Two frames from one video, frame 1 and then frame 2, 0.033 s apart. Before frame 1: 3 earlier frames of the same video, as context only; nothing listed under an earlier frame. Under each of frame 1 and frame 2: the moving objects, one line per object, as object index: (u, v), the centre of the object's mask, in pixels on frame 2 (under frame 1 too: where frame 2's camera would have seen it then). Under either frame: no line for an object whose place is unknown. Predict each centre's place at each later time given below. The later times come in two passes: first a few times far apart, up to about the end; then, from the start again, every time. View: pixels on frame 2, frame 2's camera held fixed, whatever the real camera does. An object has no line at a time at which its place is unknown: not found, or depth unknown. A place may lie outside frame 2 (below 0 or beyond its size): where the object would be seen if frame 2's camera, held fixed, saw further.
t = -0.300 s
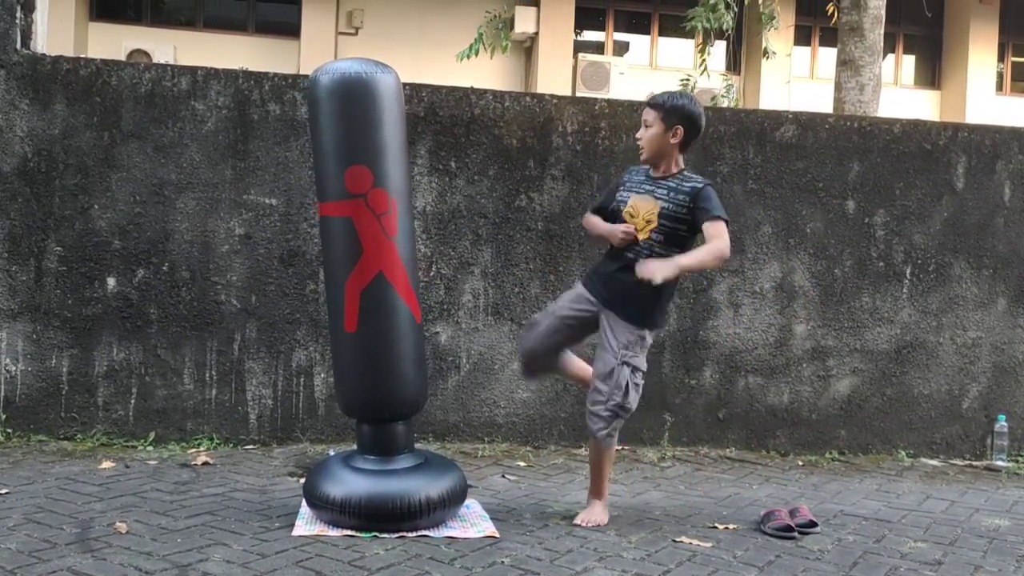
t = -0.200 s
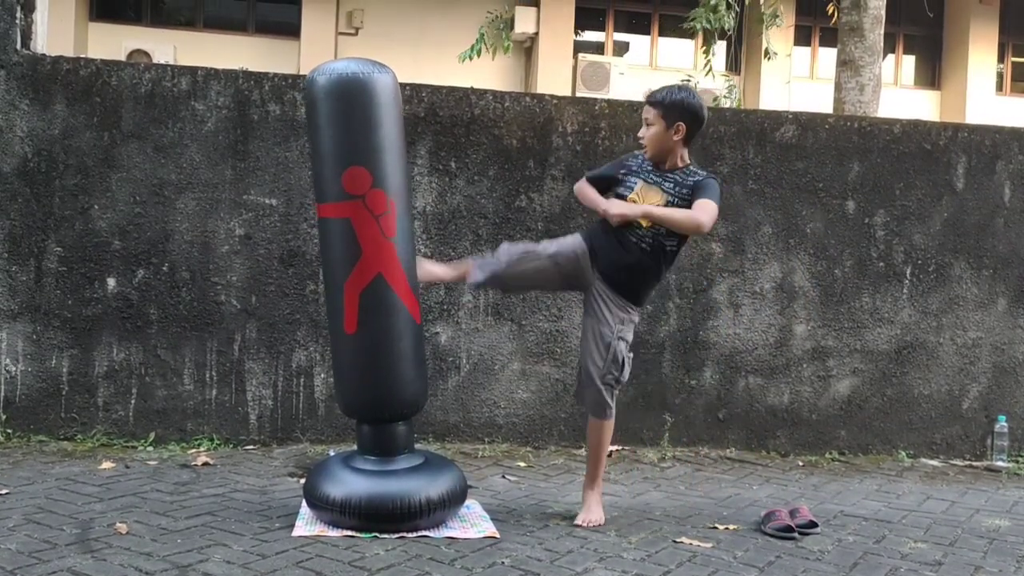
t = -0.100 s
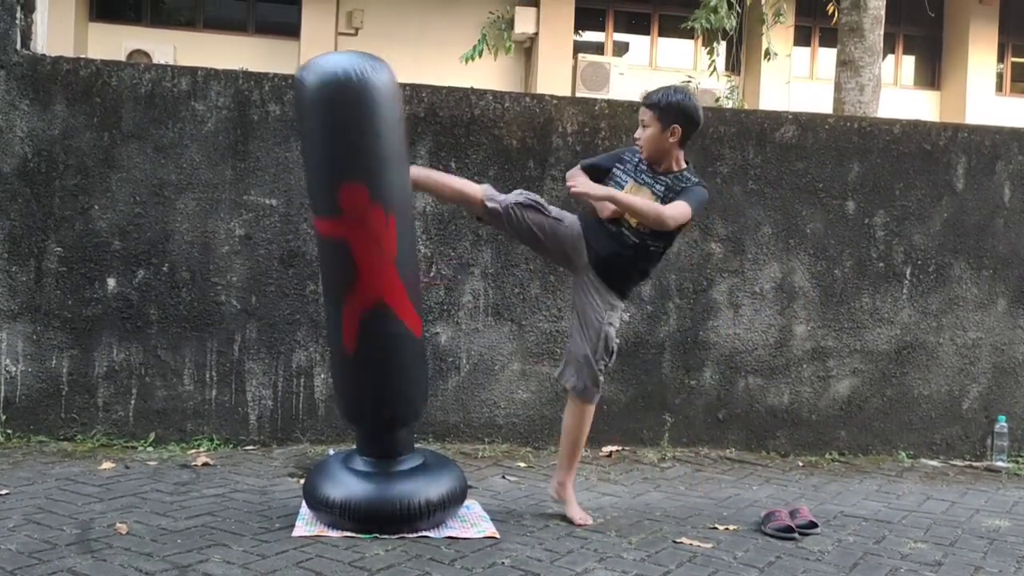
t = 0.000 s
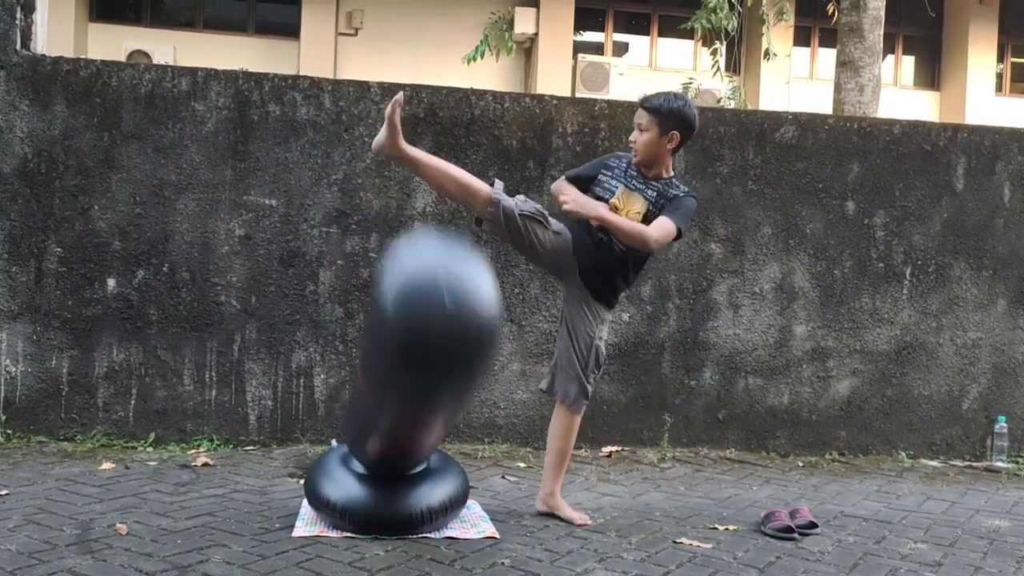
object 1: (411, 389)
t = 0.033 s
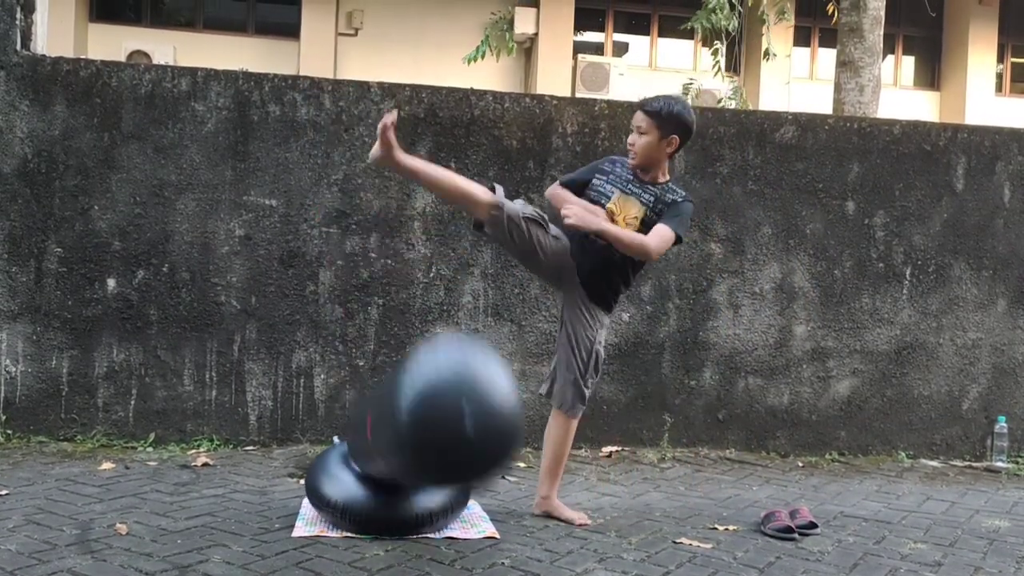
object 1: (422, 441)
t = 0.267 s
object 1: (410, 451)
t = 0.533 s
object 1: (365, 305)
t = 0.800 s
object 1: (365, 352)
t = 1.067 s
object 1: (370, 330)
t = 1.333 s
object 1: (366, 307)
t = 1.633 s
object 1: (354, 311)
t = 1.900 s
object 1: (366, 312)
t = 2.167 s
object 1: (378, 326)
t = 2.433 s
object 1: (376, 310)
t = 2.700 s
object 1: (359, 307)
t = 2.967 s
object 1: (359, 306)
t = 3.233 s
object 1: (376, 315)
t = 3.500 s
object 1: (381, 316)
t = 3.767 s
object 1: (369, 308)
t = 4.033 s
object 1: (357, 307)
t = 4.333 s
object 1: (370, 309)
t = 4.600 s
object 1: (380, 313)
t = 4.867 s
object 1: (373, 309)
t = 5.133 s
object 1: (366, 307)
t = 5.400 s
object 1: (372, 308)
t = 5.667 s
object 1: (376, 310)
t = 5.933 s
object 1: (373, 308)
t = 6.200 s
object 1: (370, 307)
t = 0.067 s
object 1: (426, 482)
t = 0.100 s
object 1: (423, 494)
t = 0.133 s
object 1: (420, 495)
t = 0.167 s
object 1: (419, 494)
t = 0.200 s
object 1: (419, 489)
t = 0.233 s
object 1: (413, 468)
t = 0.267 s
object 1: (410, 451)
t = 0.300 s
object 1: (406, 426)
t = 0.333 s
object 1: (399, 401)
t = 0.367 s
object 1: (393, 375)
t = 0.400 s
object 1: (386, 352)
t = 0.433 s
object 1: (380, 333)
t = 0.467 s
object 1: (374, 318)
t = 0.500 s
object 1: (369, 309)
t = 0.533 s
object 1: (365, 305)
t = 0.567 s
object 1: (363, 307)
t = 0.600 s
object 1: (362, 315)
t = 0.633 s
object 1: (362, 322)
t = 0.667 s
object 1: (362, 329)
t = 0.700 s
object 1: (362, 335)
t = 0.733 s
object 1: (363, 342)
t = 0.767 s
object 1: (364, 347)
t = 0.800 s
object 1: (365, 352)
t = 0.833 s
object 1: (366, 355)
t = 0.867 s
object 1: (367, 355)
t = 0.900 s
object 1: (367, 354)
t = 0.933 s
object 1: (368, 351)
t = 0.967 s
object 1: (368, 347)
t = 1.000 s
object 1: (369, 342)
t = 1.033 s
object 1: (369, 336)
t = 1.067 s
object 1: (370, 330)
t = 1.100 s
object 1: (370, 324)
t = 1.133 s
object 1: (370, 318)
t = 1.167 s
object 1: (370, 312)
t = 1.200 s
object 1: (370, 309)
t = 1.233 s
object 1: (370, 307)
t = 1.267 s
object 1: (369, 306)
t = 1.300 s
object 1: (368, 306)
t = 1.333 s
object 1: (366, 307)
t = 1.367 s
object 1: (365, 308)
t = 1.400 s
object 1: (363, 311)
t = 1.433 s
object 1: (361, 312)
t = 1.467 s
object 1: (359, 314)
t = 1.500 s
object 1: (357, 315)
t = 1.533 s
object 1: (356, 315)
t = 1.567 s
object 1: (355, 315)
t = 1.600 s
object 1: (354, 314)
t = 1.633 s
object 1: (354, 311)
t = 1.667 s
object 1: (354, 310)
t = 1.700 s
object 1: (355, 308)
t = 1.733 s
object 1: (356, 307)
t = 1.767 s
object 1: (358, 306)
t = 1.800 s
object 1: (359, 306)
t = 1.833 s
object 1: (361, 308)
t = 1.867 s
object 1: (363, 309)
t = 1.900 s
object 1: (366, 312)
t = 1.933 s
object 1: (368, 315)
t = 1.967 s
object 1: (370, 318)
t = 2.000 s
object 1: (372, 320)
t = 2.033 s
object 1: (373, 322)
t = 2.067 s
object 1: (375, 324)
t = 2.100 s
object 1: (376, 325)
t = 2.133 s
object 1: (377, 326)
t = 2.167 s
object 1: (378, 326)
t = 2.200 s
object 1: (379, 326)
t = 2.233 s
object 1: (379, 323)
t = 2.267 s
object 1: (379, 321)
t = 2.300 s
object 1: (379, 319)
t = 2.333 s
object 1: (379, 318)
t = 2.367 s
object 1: (378, 315)
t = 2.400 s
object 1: (377, 312)
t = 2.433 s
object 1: (376, 310)
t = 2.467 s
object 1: (374, 308)
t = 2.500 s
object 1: (372, 307)
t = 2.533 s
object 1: (370, 306)
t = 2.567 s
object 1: (368, 306)
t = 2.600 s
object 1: (365, 306)
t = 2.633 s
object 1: (363, 307)
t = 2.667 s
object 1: (361, 307)
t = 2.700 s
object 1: (359, 307)
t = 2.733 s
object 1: (357, 307)
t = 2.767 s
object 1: (356, 308)
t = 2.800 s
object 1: (356, 308)
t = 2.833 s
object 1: (356, 308)
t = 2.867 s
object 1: (356, 307)
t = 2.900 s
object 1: (356, 307)
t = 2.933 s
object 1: (357, 307)
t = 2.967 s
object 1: (359, 306)
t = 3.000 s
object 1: (360, 307)
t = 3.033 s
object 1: (363, 307)
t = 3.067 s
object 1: (365, 308)
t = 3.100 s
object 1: (367, 310)
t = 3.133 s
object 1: (370, 310)
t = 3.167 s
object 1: (372, 311)
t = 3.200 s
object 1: (374, 313)
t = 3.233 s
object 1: (376, 315)
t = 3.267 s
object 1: (377, 316)
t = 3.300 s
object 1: (379, 317)
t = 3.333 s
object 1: (379, 317)
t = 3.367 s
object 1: (380, 318)
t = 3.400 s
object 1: (381, 318)
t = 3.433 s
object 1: (381, 317)
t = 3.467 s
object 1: (381, 317)
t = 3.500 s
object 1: (381, 316)
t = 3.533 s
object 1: (381, 315)
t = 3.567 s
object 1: (380, 314)
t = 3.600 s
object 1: (379, 313)
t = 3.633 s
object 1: (377, 312)
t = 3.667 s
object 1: (376, 311)
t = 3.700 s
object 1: (373, 309)
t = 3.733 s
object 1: (371, 308)
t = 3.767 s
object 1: (369, 308)
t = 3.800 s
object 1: (367, 307)
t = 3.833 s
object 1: (364, 307)
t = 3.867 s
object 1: (362, 307)
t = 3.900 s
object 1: (360, 307)
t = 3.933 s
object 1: (359, 307)
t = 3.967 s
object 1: (358, 307)
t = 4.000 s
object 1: (357, 308)
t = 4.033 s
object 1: (357, 307)
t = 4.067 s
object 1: (357, 307)
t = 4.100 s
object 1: (357, 307)
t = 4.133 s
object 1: (358, 307)
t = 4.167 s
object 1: (360, 307)
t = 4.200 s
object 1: (362, 307)
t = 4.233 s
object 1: (364, 307)
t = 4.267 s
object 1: (366, 308)
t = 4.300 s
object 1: (368, 308)
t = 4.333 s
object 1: (370, 309)
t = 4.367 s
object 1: (372, 309)
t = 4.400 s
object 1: (374, 310)
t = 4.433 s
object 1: (376, 311)
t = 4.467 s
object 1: (377, 311)
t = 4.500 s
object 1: (378, 312)
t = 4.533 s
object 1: (379, 313)
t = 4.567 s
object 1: (380, 313)
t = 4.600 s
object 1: (380, 313)
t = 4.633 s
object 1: (380, 313)
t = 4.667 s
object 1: (379, 313)
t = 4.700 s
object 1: (379, 312)
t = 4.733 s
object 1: (378, 312)
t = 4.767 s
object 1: (377, 311)
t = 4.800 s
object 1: (376, 310)
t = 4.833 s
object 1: (374, 309)
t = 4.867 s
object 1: (373, 309)
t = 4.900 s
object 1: (371, 309)
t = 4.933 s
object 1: (370, 308)
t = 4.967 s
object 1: (369, 308)
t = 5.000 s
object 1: (368, 308)
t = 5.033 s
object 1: (367, 307)
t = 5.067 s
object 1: (366, 307)
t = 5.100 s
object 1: (366, 307)
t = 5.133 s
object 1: (366, 307)
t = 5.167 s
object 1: (366, 307)
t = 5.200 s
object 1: (366, 307)
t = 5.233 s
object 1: (367, 307)
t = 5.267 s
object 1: (367, 307)
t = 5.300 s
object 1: (368, 307)
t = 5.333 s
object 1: (370, 308)
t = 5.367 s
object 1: (371, 308)
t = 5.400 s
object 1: (372, 308)
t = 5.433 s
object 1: (373, 308)
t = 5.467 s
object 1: (374, 309)
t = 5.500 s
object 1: (375, 309)
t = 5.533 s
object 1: (375, 309)
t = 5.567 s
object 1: (376, 309)
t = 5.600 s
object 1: (376, 309)
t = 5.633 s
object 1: (376, 310)
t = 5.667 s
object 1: (376, 310)
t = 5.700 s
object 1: (376, 310)
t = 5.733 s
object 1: (376, 310)
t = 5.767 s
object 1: (376, 310)
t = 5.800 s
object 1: (376, 310)
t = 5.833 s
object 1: (375, 310)
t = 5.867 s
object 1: (375, 309)
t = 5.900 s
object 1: (374, 308)
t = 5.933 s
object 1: (373, 308)
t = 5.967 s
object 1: (373, 308)
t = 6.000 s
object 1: (372, 308)
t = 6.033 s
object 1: (372, 307)
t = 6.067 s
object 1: (371, 307)
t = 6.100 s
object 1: (371, 307)
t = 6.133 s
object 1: (371, 307)
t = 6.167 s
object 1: (370, 307)
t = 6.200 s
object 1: (370, 307)
